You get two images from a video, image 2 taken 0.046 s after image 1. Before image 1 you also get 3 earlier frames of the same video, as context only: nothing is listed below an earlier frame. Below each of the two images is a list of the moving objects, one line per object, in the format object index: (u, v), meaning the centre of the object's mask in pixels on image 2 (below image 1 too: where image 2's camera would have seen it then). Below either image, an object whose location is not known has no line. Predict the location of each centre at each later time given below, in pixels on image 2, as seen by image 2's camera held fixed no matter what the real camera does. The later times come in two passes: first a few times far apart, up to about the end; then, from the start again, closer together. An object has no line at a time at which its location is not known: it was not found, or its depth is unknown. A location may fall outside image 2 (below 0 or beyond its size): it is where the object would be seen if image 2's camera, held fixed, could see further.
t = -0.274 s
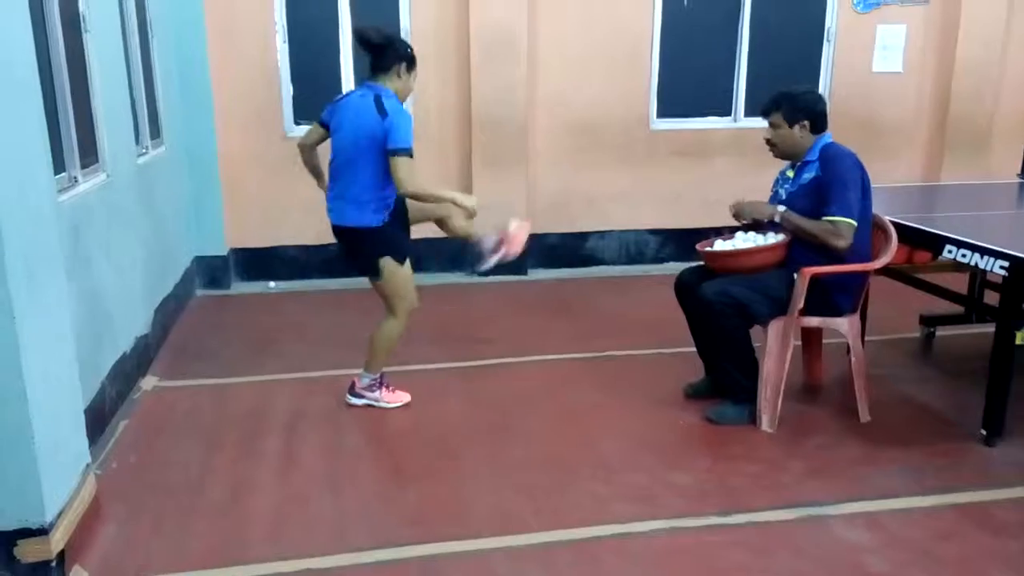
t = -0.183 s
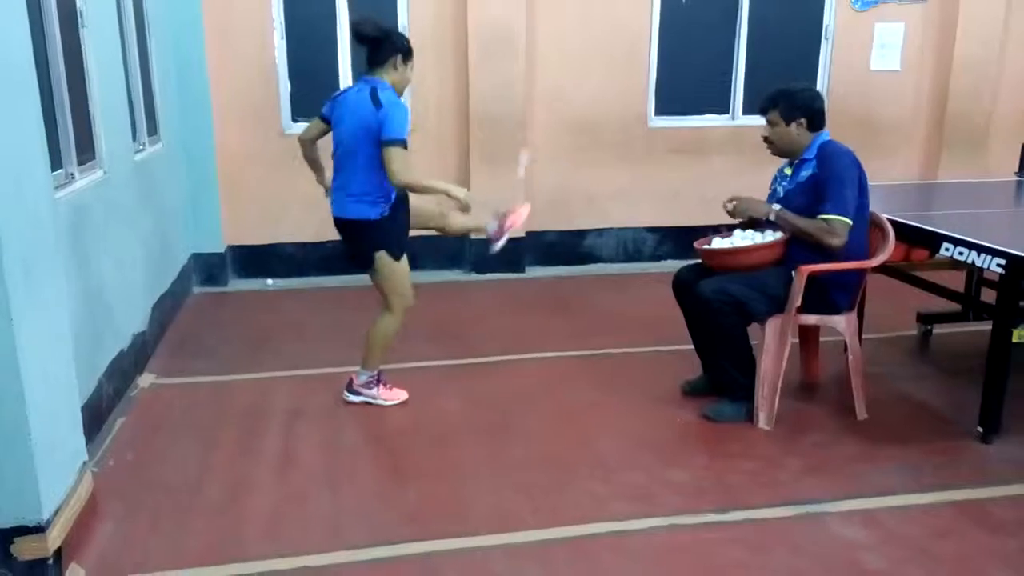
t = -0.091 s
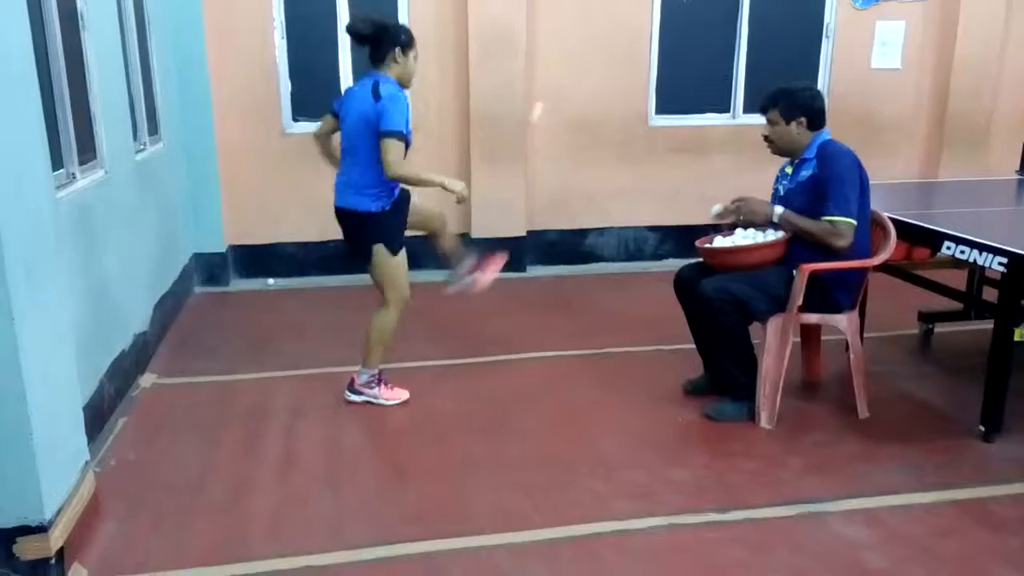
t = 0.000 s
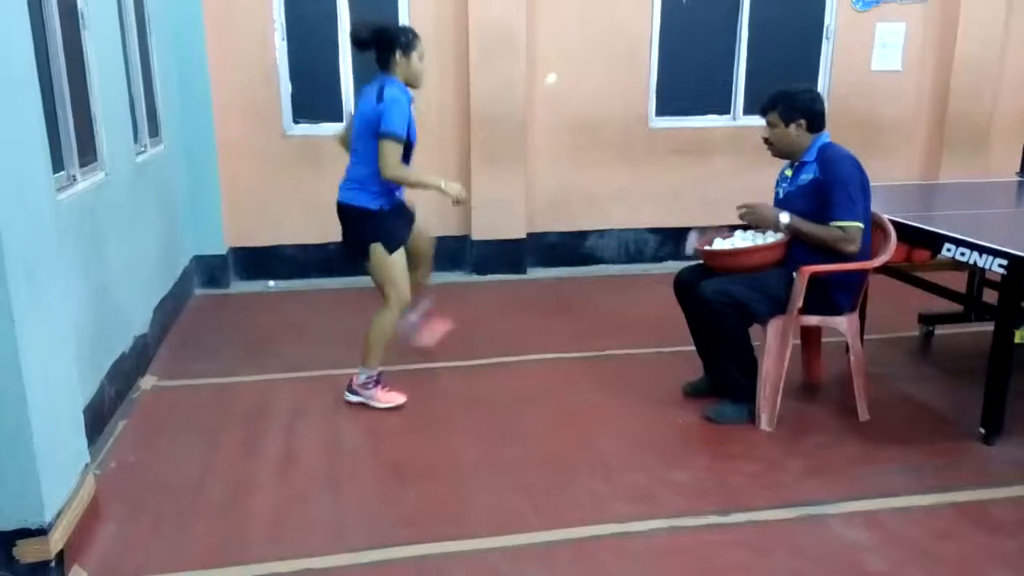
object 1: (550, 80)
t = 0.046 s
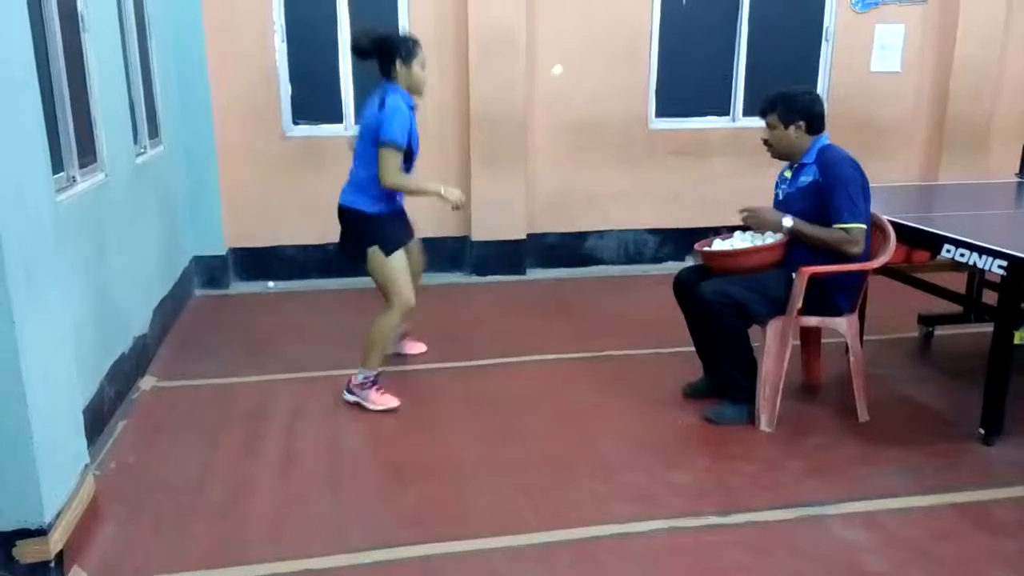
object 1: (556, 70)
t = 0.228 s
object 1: (581, 79)
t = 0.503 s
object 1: (615, 228)
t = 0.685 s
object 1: (633, 329)
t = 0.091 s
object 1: (563, 65)
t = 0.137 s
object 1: (570, 66)
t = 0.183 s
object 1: (575, 71)
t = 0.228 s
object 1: (581, 79)
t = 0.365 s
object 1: (598, 135)
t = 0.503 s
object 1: (615, 228)
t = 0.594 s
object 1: (626, 303)
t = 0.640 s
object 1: (631, 337)
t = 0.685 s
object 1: (633, 329)
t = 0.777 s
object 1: (633, 301)
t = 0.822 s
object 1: (633, 294)
